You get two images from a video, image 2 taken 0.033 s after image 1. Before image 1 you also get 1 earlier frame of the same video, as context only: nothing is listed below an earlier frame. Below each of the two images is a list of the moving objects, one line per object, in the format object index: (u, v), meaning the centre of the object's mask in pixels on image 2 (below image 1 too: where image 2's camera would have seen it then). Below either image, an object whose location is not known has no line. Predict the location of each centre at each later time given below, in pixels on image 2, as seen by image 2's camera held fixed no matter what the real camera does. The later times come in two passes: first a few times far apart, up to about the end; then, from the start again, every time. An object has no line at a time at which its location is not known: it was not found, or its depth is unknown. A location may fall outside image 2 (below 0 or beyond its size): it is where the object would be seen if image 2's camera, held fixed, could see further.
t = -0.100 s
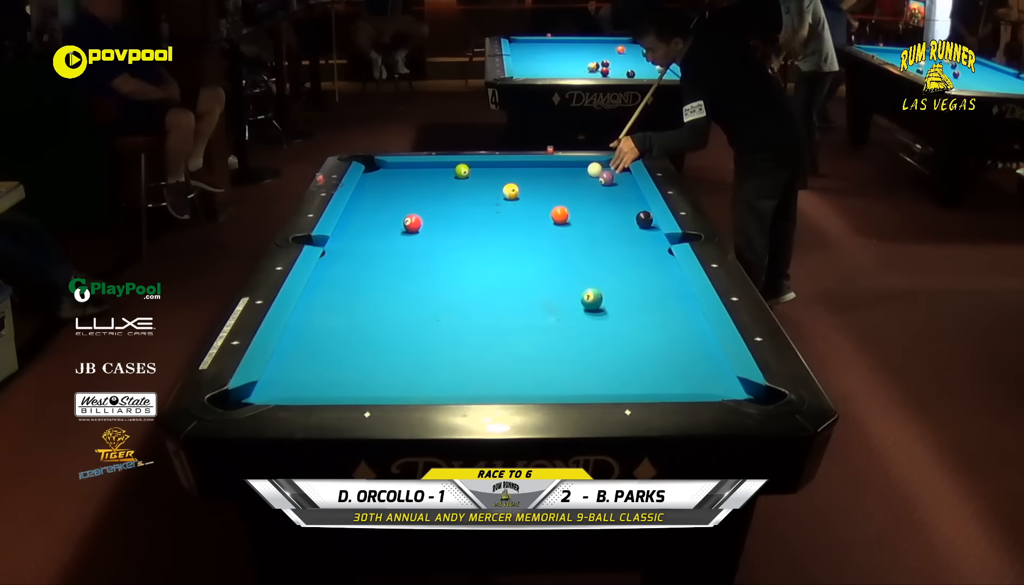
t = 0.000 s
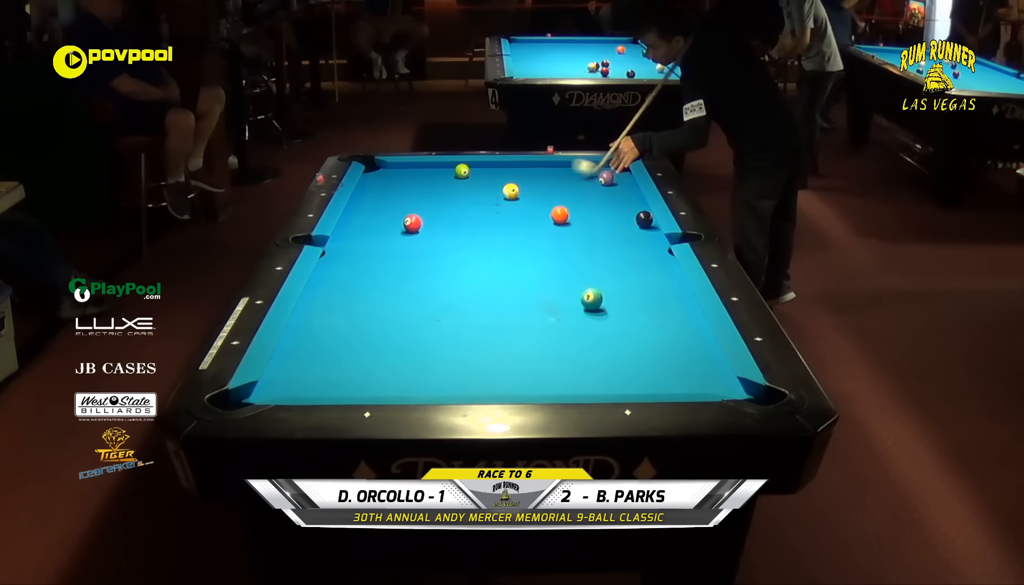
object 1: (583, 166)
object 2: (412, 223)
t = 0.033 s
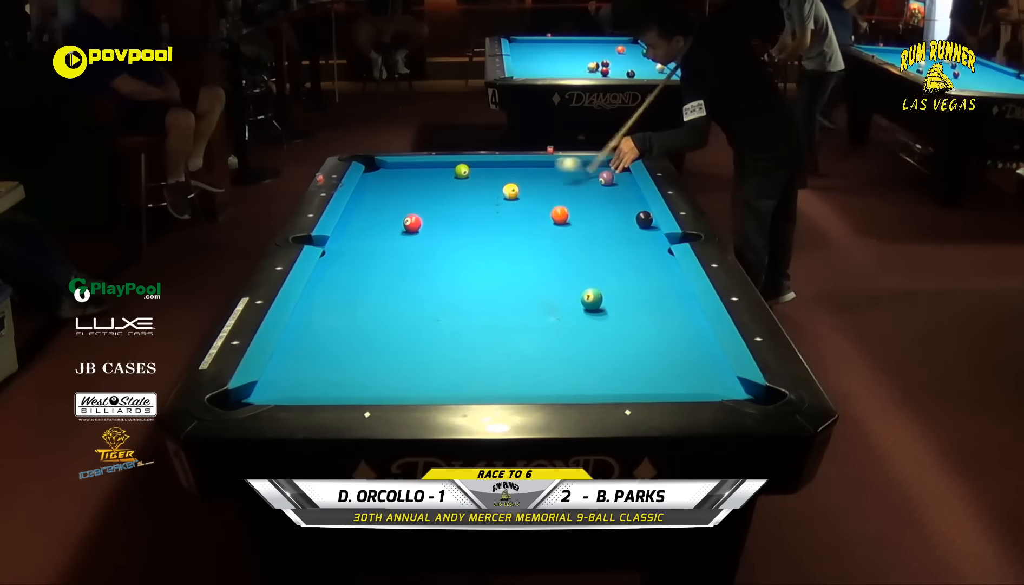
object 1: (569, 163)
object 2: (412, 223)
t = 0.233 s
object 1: (459, 207)
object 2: (412, 223)
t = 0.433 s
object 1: (422, 216)
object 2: (332, 240)
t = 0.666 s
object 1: (425, 239)
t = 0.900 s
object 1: (438, 245)
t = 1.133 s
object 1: (452, 250)
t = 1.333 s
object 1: (464, 254)
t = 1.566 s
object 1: (477, 259)
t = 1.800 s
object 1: (489, 263)
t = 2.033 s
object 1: (500, 267)
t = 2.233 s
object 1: (509, 270)
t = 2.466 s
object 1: (518, 273)
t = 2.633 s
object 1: (524, 275)
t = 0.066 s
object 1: (552, 164)
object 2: (412, 223)
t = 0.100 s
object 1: (535, 167)
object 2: (412, 223)
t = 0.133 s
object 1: (517, 173)
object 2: (412, 223)
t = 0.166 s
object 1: (498, 183)
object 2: (412, 223)
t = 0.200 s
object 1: (478, 198)
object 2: (412, 223)
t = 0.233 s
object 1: (459, 207)
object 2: (412, 223)
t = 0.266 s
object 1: (440, 210)
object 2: (412, 223)
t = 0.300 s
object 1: (426, 210)
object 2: (407, 223)
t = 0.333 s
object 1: (425, 207)
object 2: (388, 225)
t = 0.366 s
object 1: (424, 207)
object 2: (369, 230)
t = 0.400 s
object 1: (423, 210)
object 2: (350, 236)
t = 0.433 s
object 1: (422, 216)
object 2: (332, 240)
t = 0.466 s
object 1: (422, 226)
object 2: (317, 242)
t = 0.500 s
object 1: (421, 229)
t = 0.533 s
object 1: (422, 228)
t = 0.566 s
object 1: (422, 232)
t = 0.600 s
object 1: (422, 236)
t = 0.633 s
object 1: (423, 236)
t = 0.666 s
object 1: (425, 239)
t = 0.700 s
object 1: (426, 240)
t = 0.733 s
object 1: (428, 241)
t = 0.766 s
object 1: (430, 242)
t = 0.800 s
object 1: (432, 242)
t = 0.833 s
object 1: (434, 243)
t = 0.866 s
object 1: (436, 244)
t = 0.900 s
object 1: (438, 245)
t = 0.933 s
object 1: (440, 245)
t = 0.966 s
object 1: (442, 246)
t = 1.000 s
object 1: (444, 247)
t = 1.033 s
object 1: (446, 248)
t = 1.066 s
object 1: (449, 248)
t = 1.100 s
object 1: (451, 249)
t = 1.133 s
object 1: (452, 250)
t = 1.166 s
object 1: (454, 250)
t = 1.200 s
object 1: (456, 251)
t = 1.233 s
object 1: (458, 252)
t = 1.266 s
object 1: (460, 253)
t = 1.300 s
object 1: (462, 253)
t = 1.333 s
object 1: (464, 254)
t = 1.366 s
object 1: (466, 255)
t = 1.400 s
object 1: (468, 255)
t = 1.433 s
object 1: (469, 256)
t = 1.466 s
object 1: (471, 257)
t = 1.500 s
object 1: (473, 257)
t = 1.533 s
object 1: (475, 258)
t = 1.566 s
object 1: (477, 259)
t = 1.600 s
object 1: (479, 259)
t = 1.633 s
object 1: (480, 260)
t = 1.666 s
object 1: (482, 260)
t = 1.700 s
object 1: (484, 261)
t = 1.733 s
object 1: (485, 262)
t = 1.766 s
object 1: (487, 262)
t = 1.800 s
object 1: (489, 263)
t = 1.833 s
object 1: (491, 263)
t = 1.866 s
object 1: (492, 264)
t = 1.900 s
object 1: (494, 265)
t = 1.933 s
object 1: (495, 265)
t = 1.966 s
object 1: (497, 266)
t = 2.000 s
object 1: (499, 266)
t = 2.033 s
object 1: (500, 267)
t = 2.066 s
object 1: (502, 267)
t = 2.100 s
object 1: (503, 268)
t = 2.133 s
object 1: (505, 268)
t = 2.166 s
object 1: (506, 269)
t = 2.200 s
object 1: (507, 269)
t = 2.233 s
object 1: (509, 270)
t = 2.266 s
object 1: (510, 270)
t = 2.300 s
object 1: (512, 271)
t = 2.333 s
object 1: (513, 271)
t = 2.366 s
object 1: (514, 272)
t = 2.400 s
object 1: (516, 272)
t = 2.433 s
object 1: (517, 272)
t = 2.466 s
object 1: (518, 273)
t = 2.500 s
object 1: (519, 273)
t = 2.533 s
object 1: (521, 274)
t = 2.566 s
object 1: (522, 274)
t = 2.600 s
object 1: (523, 274)
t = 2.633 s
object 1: (524, 275)
